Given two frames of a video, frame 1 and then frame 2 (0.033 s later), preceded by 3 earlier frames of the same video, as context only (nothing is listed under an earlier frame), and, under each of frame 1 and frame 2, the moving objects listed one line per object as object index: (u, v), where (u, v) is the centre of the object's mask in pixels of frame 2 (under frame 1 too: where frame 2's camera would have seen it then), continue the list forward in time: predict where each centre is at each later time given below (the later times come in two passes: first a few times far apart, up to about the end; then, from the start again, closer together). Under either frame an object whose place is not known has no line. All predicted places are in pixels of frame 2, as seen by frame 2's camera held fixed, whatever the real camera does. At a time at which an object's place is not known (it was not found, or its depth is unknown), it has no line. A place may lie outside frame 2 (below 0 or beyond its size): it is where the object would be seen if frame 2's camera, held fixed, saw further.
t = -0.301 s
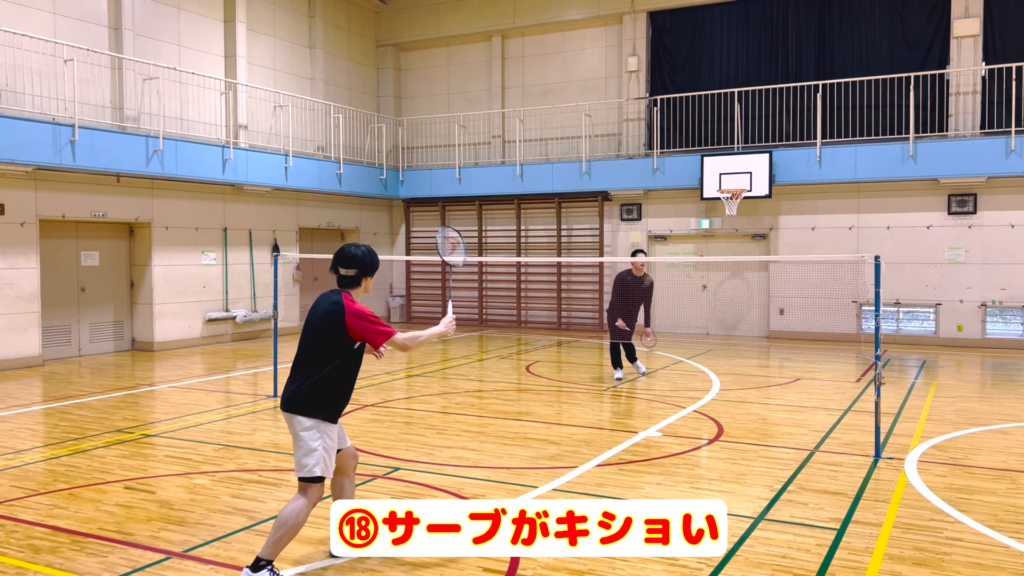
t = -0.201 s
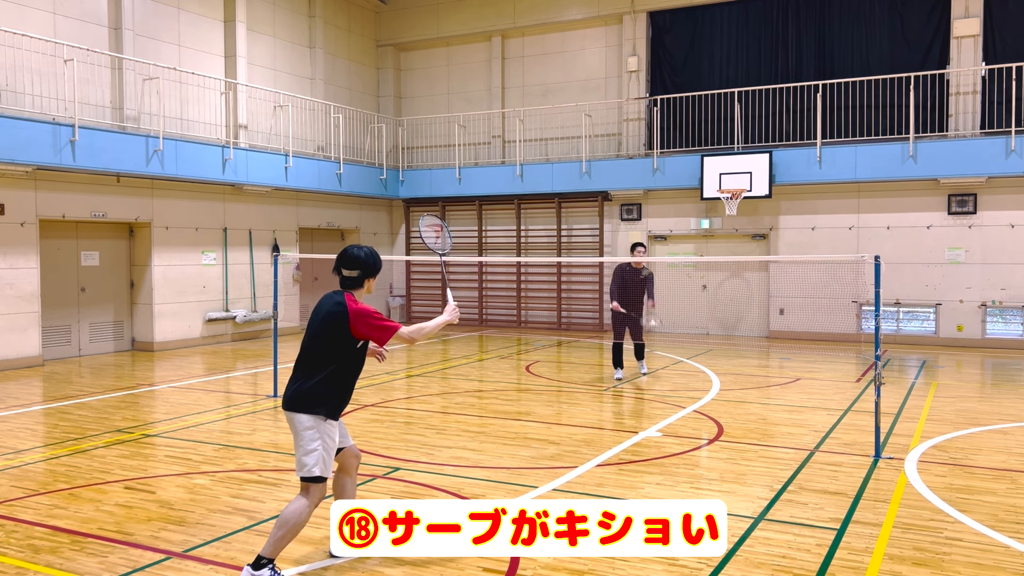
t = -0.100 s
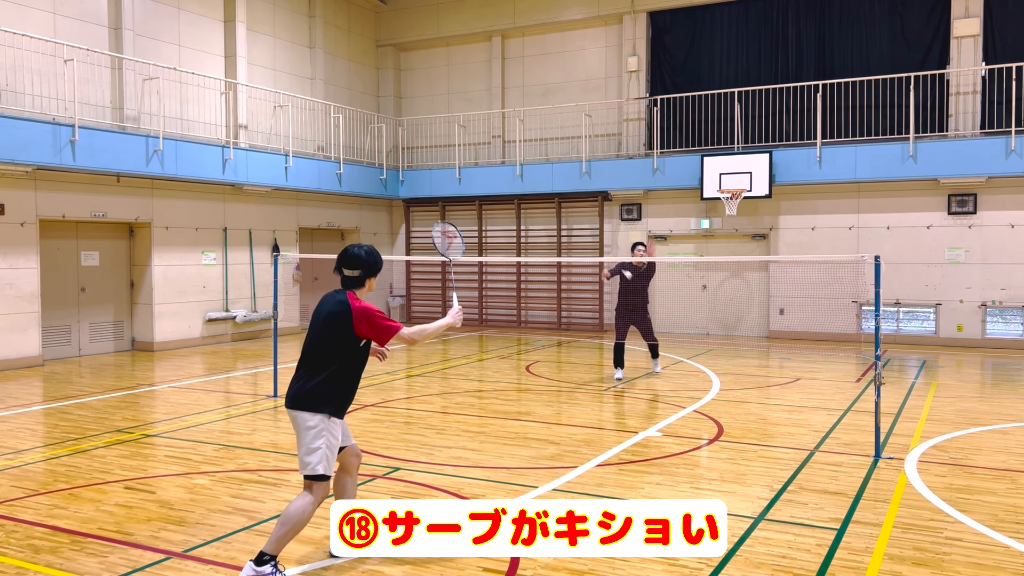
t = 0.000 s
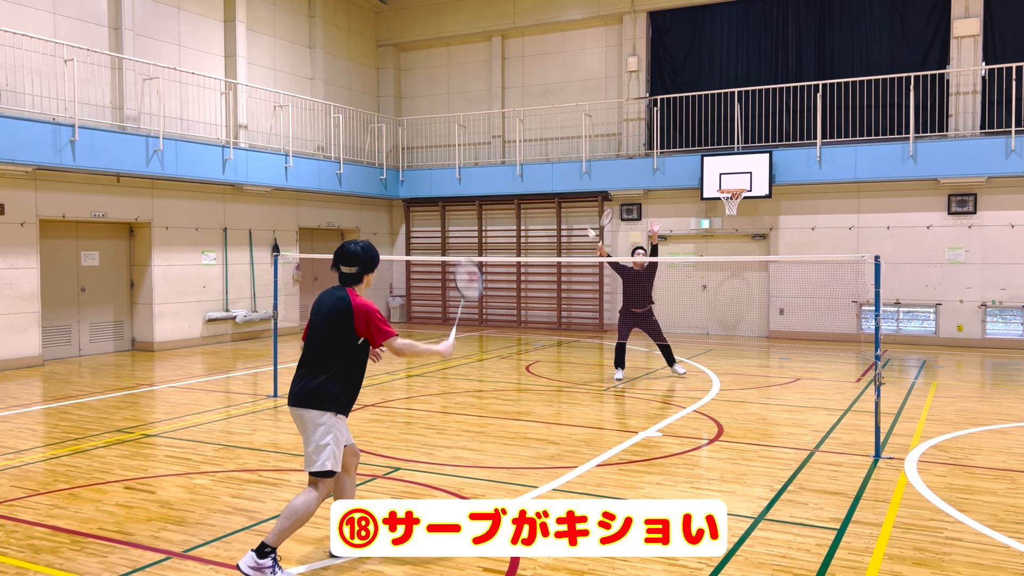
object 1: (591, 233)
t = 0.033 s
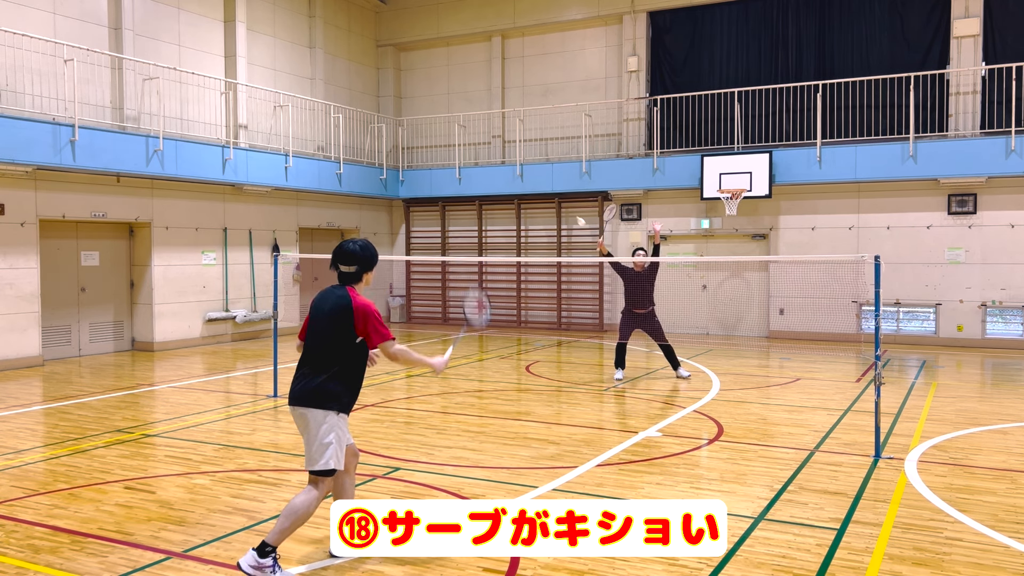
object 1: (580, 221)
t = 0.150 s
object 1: (544, 191)
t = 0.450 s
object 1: (451, 181)
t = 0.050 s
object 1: (575, 216)
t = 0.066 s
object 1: (570, 211)
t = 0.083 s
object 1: (565, 207)
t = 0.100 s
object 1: (560, 203)
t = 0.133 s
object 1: (550, 196)
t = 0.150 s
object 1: (544, 191)
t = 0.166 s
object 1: (539, 187)
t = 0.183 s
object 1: (533, 184)
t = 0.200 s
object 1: (528, 182)
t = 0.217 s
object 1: (523, 179)
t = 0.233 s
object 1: (518, 178)
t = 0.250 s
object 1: (513, 176)
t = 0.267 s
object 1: (508, 175)
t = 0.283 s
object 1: (503, 174)
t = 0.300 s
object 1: (498, 173)
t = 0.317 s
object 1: (492, 173)
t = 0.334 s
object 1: (487, 173)
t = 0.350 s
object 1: (482, 173)
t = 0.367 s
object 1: (477, 174)
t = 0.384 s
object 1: (471, 174)
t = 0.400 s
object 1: (466, 176)
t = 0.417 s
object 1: (461, 177)
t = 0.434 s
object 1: (456, 179)
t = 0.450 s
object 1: (451, 181)
